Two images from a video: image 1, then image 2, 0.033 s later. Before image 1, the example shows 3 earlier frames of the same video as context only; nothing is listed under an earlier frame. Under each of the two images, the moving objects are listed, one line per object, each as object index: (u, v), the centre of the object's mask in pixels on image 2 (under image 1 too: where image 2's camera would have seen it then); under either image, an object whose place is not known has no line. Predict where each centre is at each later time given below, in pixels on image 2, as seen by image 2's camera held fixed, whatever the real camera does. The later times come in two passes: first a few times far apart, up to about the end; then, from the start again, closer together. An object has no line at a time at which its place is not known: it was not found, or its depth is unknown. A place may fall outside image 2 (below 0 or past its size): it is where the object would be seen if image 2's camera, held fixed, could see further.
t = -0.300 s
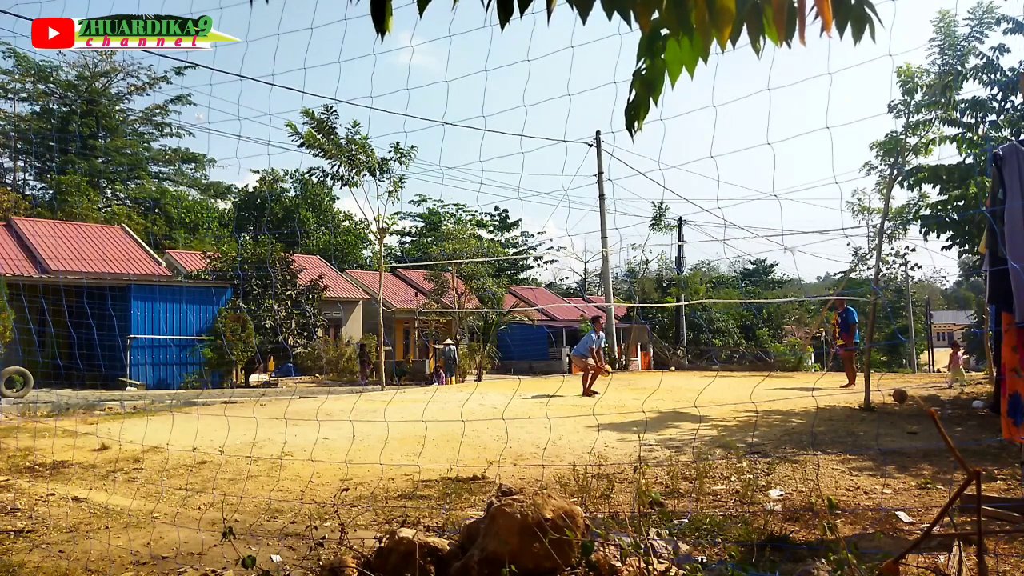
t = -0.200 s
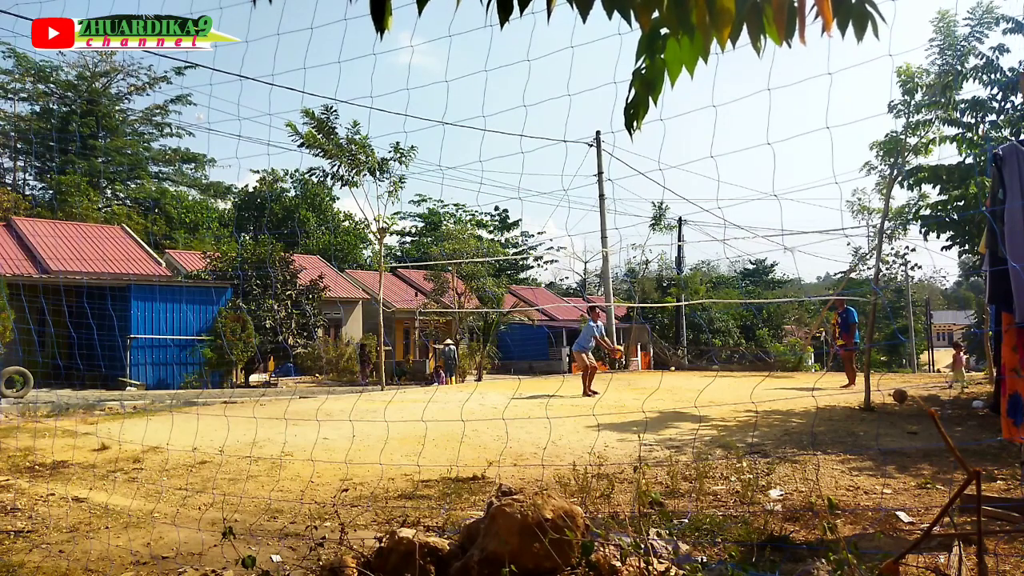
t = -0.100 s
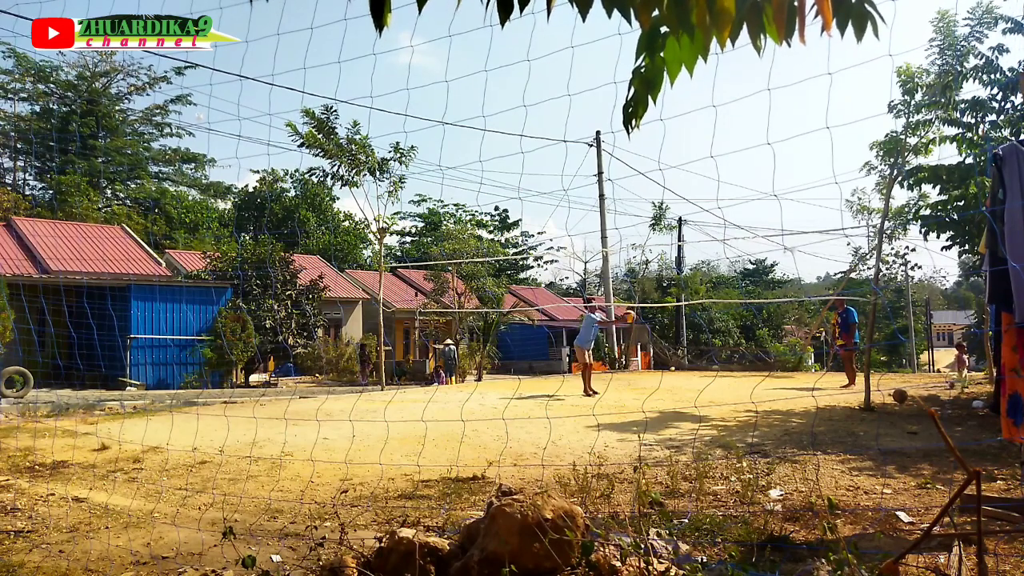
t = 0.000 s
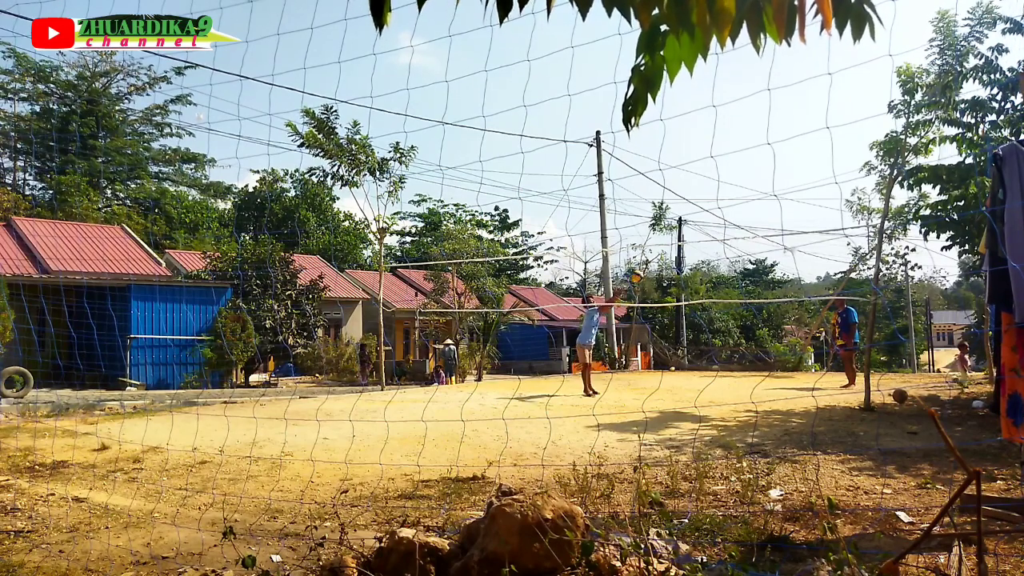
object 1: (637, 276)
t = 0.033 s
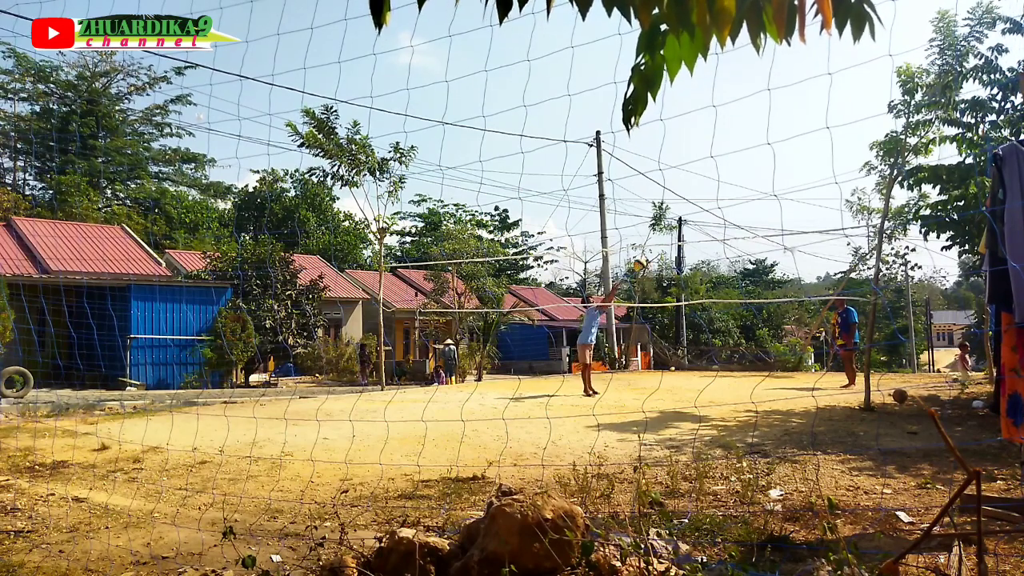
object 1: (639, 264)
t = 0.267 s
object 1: (658, 200)
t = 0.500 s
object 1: (678, 166)
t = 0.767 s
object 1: (702, 168)
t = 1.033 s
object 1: (726, 213)
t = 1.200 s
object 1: (741, 262)
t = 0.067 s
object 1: (642, 253)
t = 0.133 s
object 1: (647, 233)
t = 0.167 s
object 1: (650, 224)
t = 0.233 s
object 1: (655, 207)
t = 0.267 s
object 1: (658, 200)
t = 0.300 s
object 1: (660, 192)
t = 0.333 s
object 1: (663, 186)
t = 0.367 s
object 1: (666, 181)
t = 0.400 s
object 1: (669, 177)
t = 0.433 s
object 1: (672, 172)
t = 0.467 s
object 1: (675, 169)
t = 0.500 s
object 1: (678, 166)
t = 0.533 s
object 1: (680, 164)
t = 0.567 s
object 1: (683, 163)
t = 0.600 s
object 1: (686, 162)
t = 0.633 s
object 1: (689, 162)
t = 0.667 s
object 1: (692, 163)
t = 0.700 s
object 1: (696, 164)
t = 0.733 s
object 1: (699, 166)
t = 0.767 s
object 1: (702, 168)
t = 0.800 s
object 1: (705, 171)
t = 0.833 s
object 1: (708, 175)
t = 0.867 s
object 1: (711, 180)
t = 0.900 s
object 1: (714, 185)
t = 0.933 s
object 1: (717, 191)
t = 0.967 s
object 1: (720, 198)
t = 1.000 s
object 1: (723, 205)
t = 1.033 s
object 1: (726, 213)
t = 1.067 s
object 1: (729, 222)
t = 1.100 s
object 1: (732, 230)
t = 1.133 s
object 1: (735, 240)
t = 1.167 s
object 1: (738, 251)
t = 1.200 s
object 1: (741, 262)
